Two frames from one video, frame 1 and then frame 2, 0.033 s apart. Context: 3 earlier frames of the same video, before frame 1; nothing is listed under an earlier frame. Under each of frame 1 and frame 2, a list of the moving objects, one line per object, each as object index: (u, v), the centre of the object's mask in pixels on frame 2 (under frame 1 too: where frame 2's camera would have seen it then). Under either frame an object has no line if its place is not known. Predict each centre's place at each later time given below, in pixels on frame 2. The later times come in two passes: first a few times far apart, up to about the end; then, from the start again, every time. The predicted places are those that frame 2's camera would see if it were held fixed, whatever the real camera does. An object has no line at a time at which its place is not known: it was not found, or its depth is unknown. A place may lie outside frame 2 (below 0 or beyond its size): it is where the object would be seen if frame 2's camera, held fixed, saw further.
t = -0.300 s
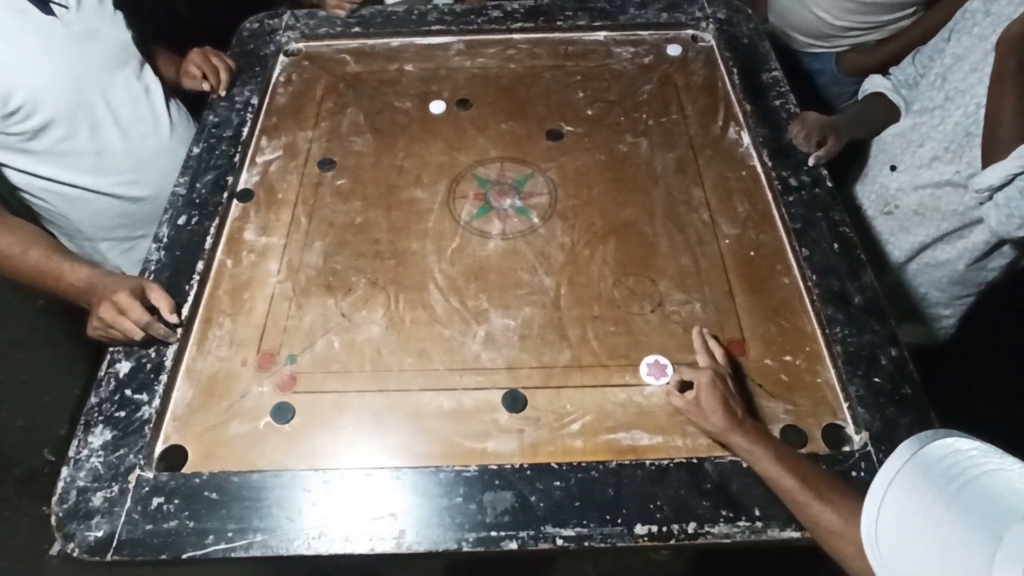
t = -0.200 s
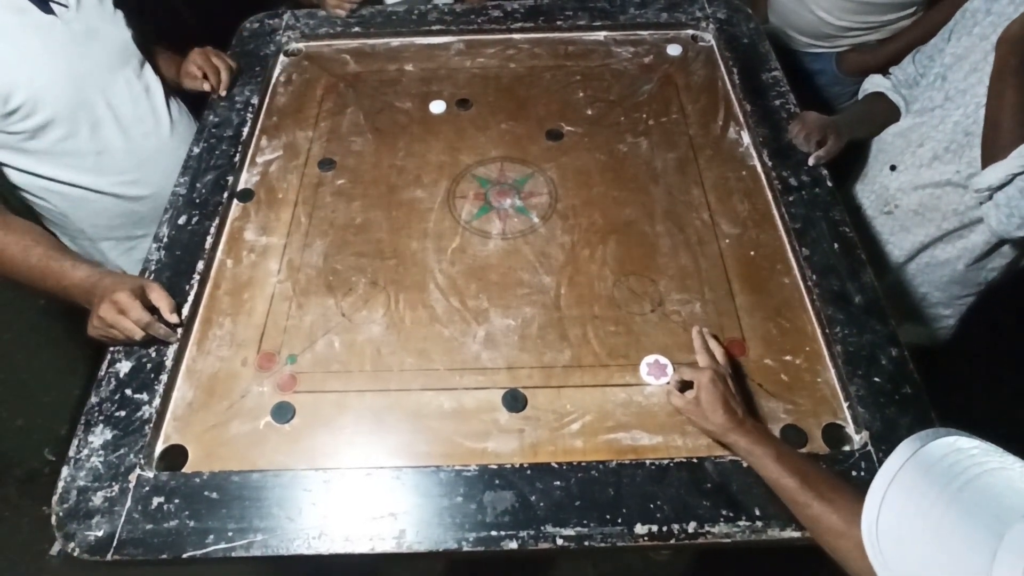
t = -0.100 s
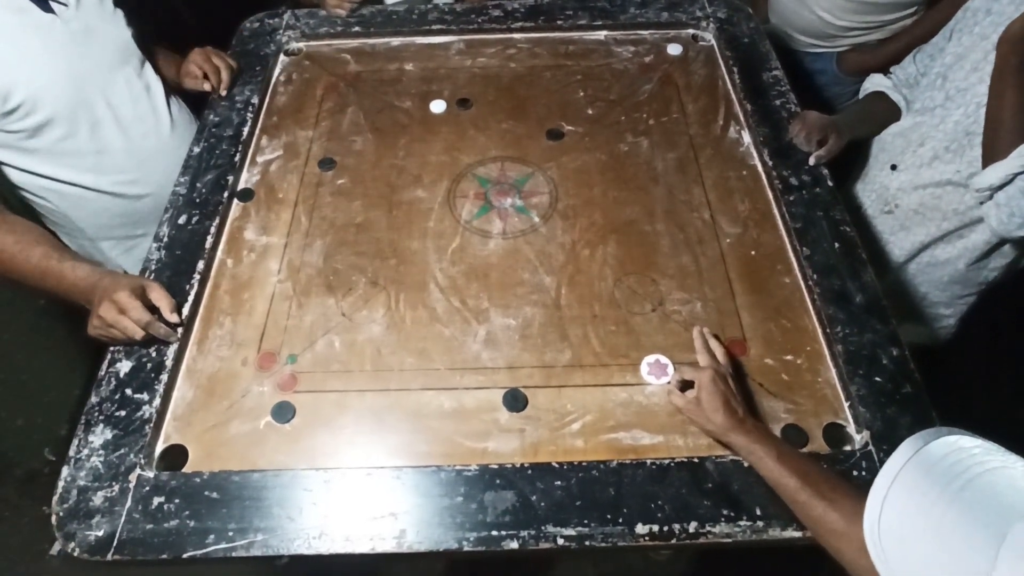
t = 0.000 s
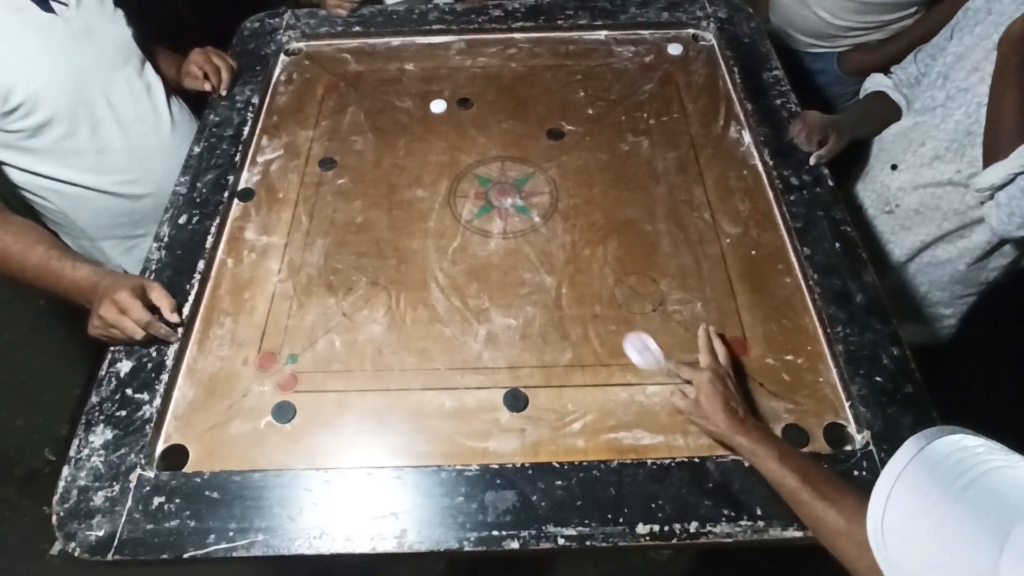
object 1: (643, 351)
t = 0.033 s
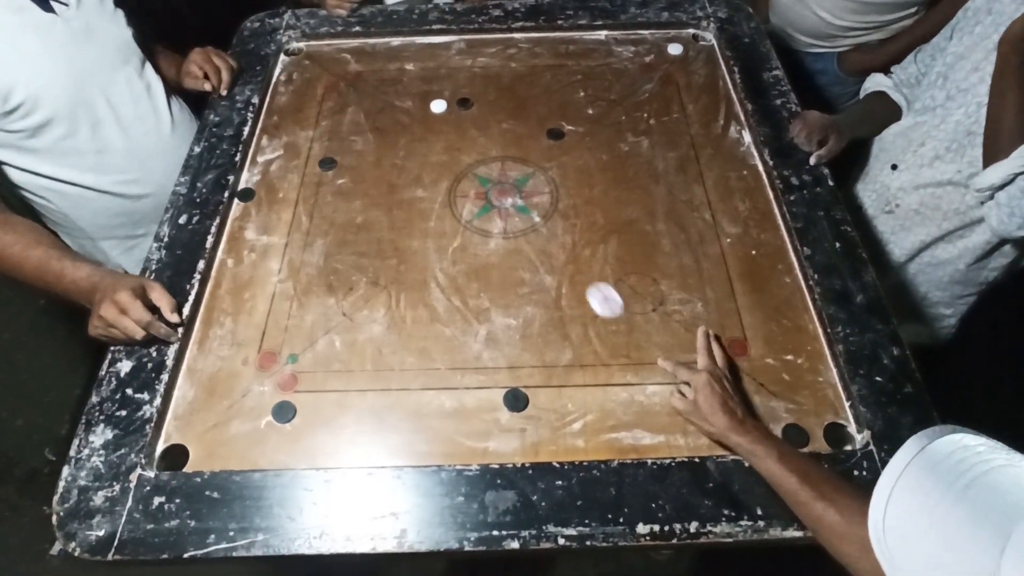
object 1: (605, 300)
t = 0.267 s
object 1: (444, 107)
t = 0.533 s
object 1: (365, 185)
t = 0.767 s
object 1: (279, 290)
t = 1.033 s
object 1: (190, 402)
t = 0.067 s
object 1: (570, 255)
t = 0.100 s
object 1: (539, 214)
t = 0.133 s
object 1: (511, 179)
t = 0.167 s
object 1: (486, 146)
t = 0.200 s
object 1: (464, 118)
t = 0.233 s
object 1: (451, 111)
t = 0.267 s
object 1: (444, 107)
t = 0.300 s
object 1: (439, 104)
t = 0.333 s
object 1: (434, 102)
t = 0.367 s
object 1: (424, 113)
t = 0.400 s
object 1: (413, 127)
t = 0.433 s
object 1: (401, 141)
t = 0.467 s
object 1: (389, 156)
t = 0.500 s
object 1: (377, 170)
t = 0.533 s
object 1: (365, 185)
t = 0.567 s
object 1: (352, 201)
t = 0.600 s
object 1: (340, 216)
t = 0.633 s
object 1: (328, 231)
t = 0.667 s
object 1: (316, 246)
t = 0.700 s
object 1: (304, 261)
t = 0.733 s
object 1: (291, 276)
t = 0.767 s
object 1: (279, 290)
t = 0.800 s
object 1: (267, 305)
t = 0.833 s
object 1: (256, 320)
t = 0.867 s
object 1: (244, 334)
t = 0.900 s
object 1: (232, 348)
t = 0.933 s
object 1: (221, 362)
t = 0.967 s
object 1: (210, 376)
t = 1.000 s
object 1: (200, 389)
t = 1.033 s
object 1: (190, 402)
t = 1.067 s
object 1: (185, 413)
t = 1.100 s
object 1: (186, 423)
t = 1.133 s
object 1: (188, 433)
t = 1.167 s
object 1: (190, 442)
